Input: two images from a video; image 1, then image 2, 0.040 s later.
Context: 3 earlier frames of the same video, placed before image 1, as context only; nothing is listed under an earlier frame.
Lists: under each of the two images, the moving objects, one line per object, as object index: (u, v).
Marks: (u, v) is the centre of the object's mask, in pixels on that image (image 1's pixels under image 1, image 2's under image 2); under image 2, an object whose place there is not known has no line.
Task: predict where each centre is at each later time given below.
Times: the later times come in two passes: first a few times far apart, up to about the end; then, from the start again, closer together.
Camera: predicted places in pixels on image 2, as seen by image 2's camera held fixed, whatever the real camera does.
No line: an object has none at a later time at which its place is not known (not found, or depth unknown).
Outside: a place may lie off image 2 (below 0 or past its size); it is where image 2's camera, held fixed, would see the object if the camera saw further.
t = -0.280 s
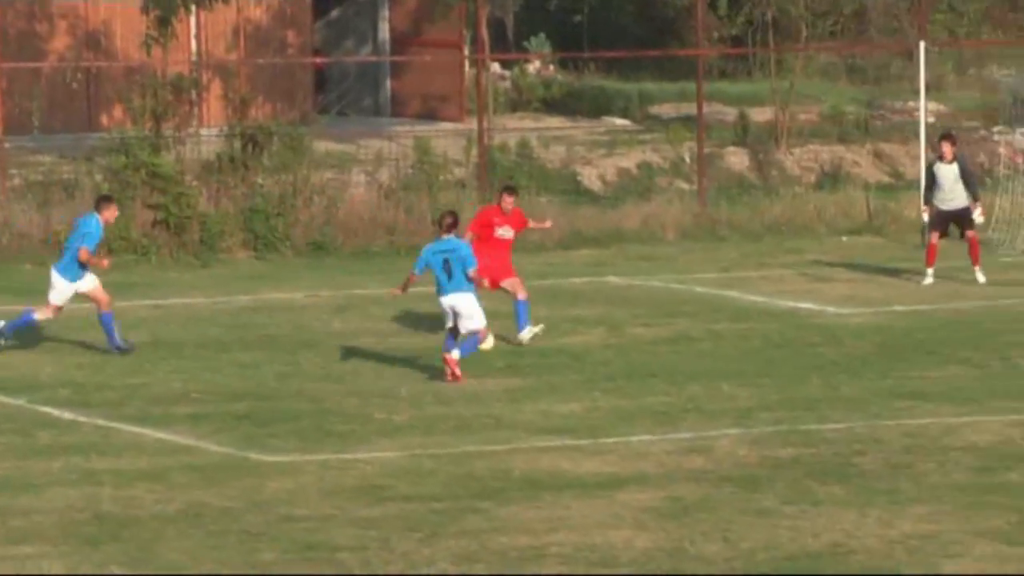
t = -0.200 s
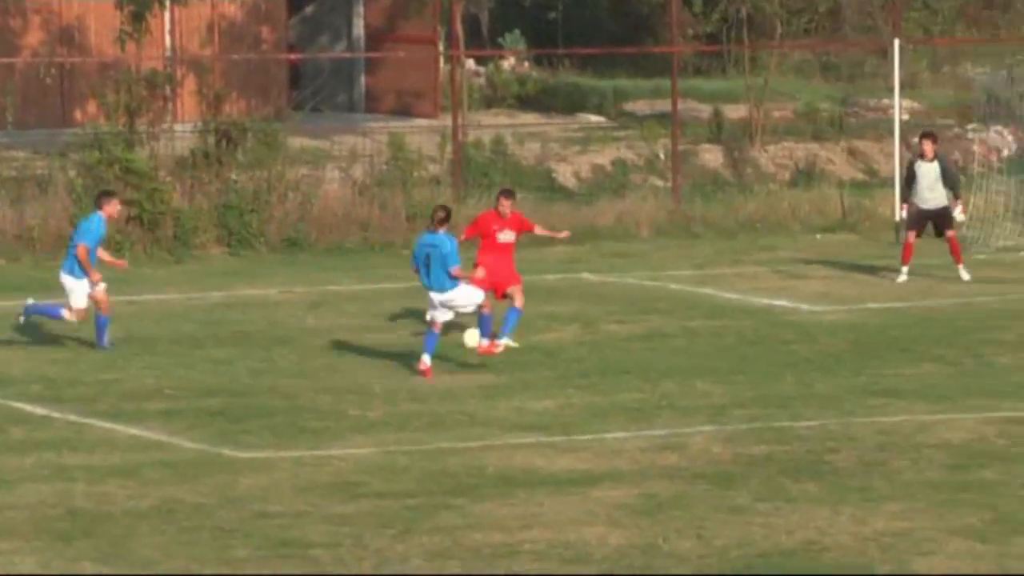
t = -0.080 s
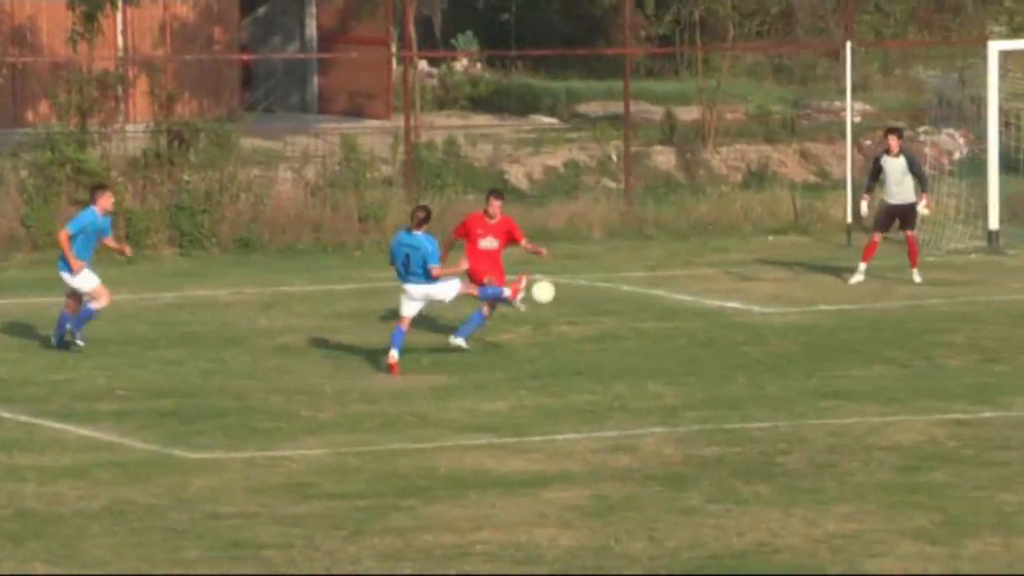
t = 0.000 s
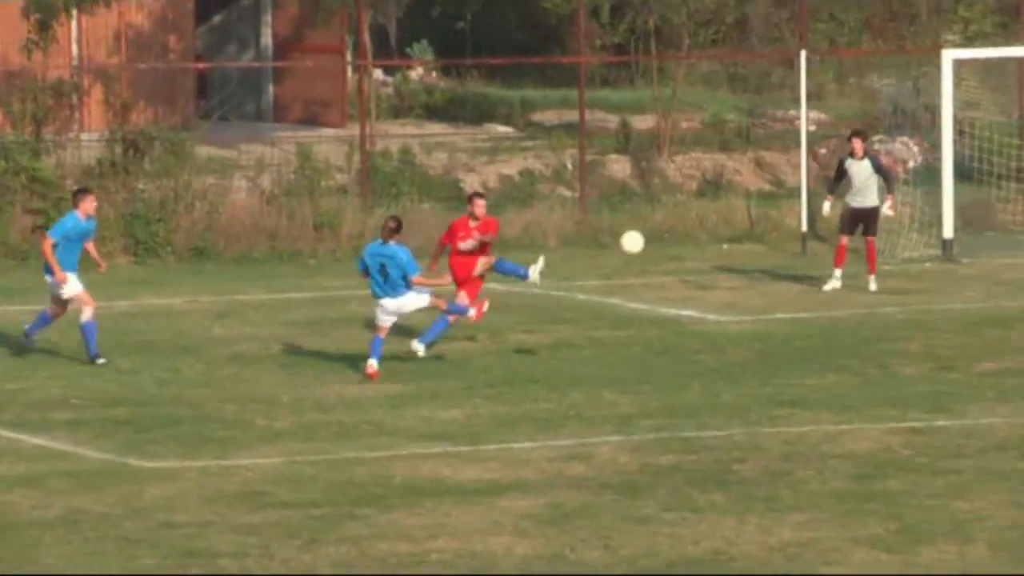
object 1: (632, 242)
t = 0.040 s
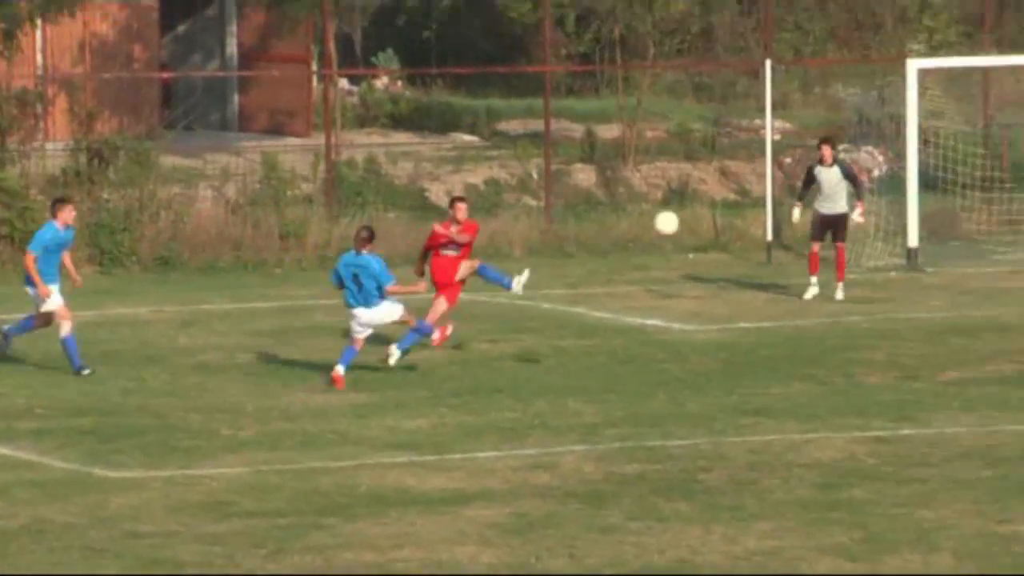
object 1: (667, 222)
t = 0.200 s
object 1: (965, 121)
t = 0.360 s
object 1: (1313, 49)
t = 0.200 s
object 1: (965, 121)
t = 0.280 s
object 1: (1132, 81)
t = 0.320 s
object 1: (1220, 64)
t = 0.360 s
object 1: (1313, 49)
